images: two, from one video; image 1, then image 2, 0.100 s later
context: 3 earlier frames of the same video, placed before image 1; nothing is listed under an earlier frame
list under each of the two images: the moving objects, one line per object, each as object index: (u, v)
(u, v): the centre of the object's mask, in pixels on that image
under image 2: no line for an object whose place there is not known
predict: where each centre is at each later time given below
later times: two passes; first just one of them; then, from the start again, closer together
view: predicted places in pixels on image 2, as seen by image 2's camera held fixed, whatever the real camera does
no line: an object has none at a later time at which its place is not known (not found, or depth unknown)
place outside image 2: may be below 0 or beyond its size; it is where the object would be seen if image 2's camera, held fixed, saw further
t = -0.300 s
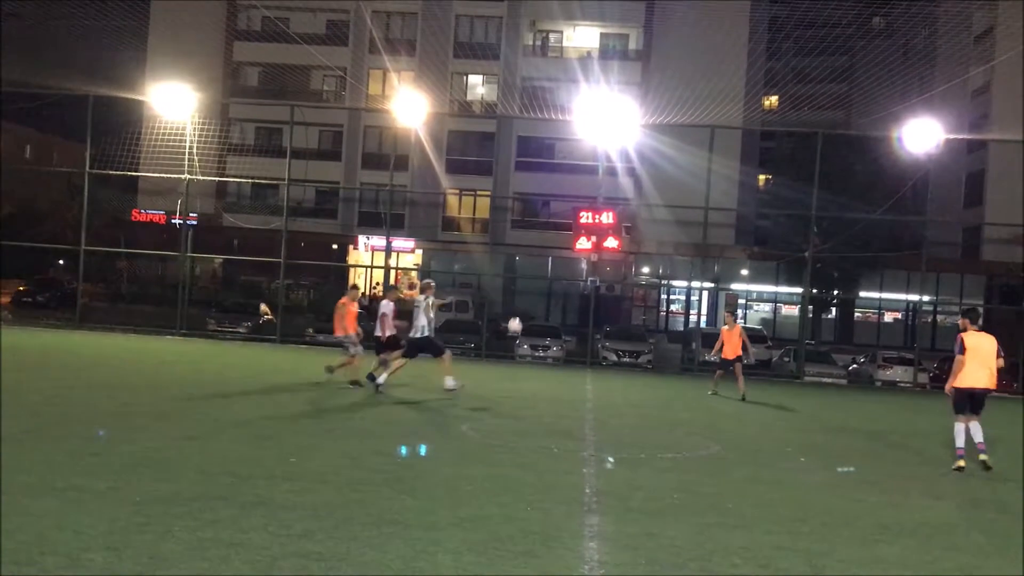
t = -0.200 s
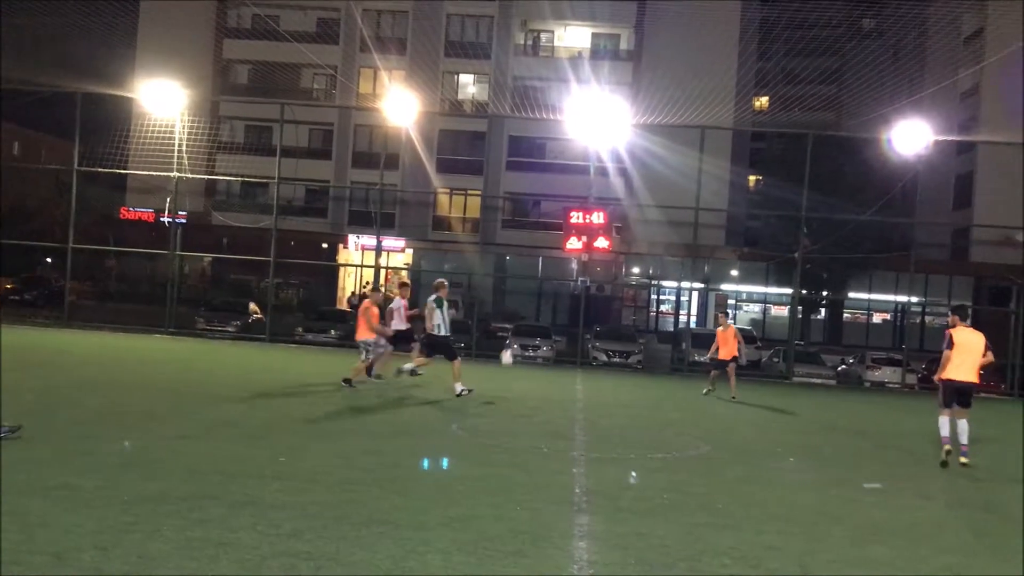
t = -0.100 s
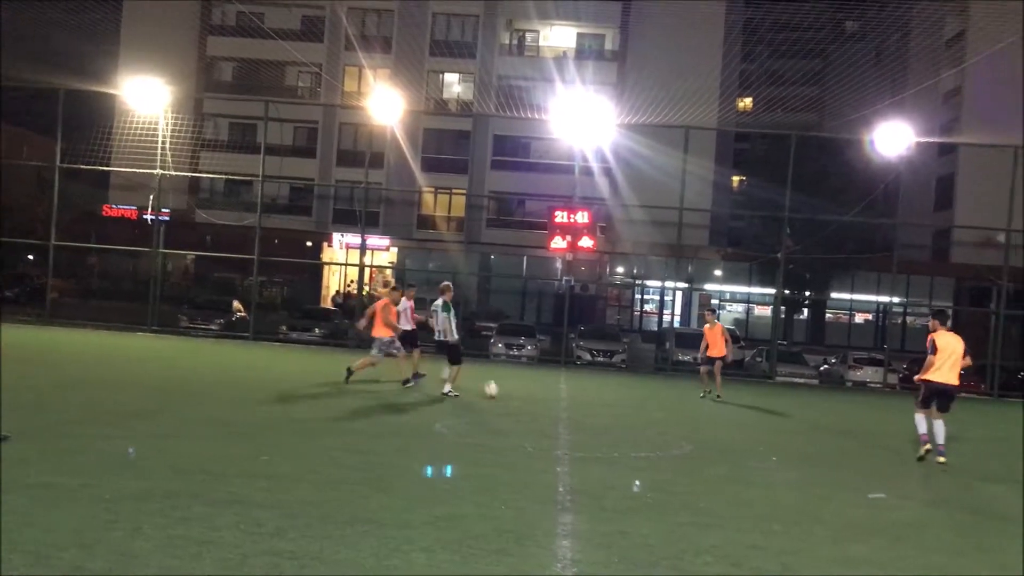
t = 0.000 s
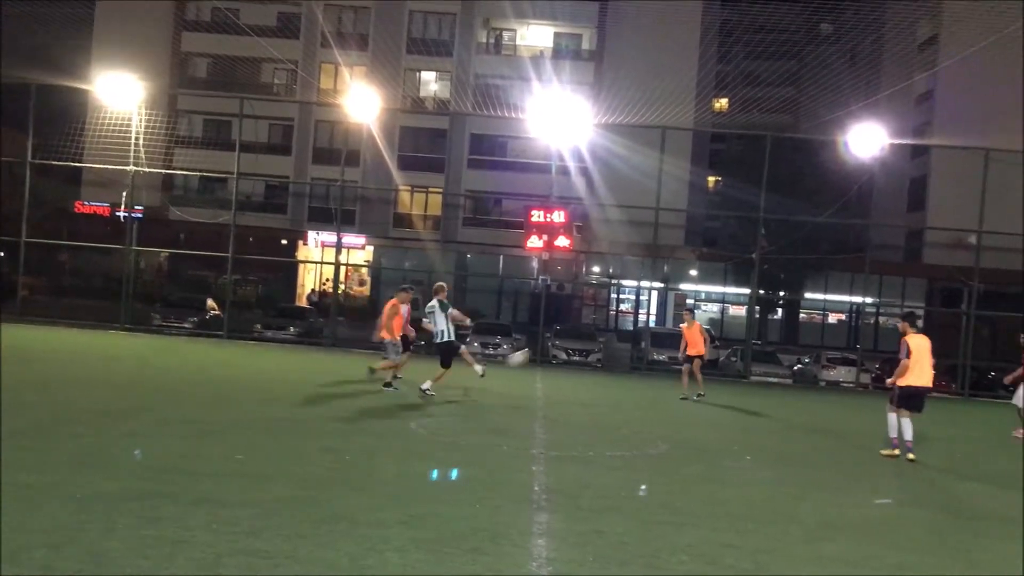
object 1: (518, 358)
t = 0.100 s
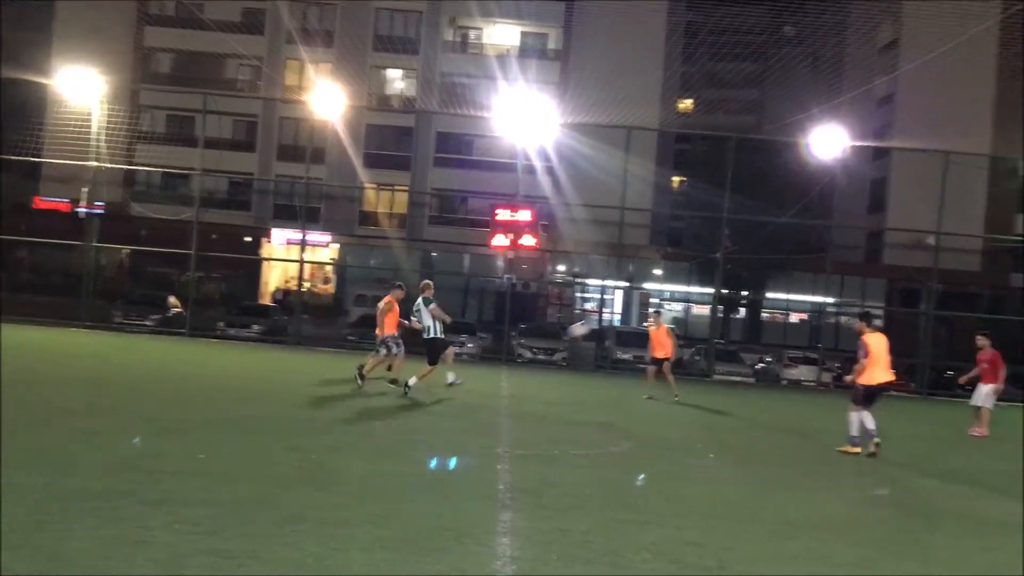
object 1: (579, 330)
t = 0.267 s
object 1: (735, 297)
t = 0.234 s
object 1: (703, 306)
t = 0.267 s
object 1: (735, 297)
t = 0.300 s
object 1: (766, 292)
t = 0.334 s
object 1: (798, 288)
